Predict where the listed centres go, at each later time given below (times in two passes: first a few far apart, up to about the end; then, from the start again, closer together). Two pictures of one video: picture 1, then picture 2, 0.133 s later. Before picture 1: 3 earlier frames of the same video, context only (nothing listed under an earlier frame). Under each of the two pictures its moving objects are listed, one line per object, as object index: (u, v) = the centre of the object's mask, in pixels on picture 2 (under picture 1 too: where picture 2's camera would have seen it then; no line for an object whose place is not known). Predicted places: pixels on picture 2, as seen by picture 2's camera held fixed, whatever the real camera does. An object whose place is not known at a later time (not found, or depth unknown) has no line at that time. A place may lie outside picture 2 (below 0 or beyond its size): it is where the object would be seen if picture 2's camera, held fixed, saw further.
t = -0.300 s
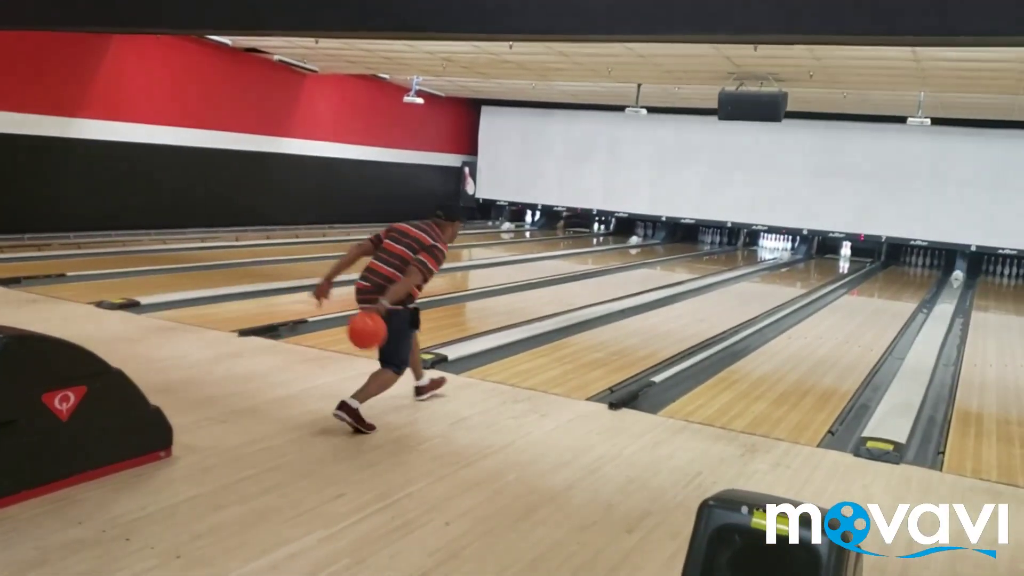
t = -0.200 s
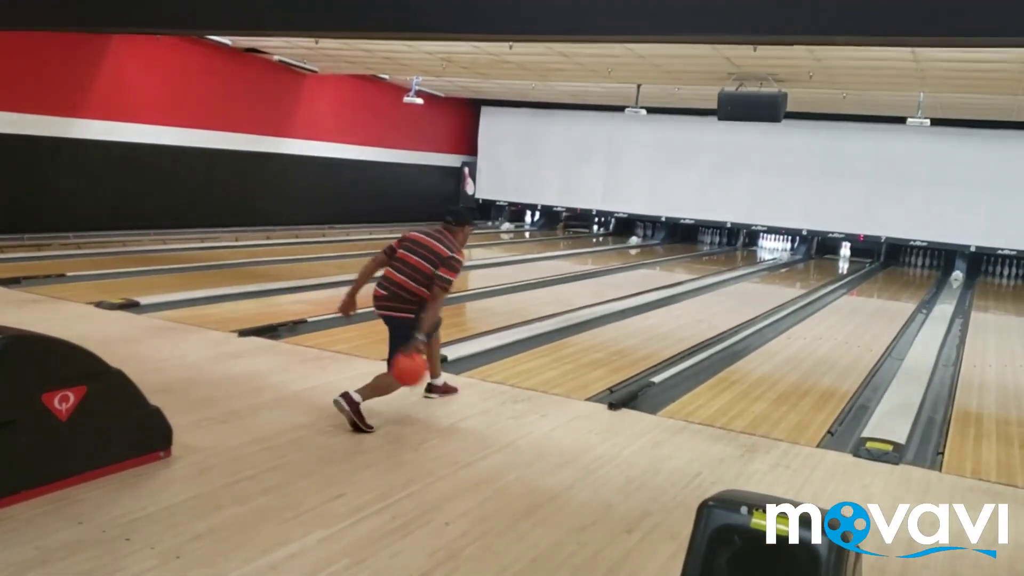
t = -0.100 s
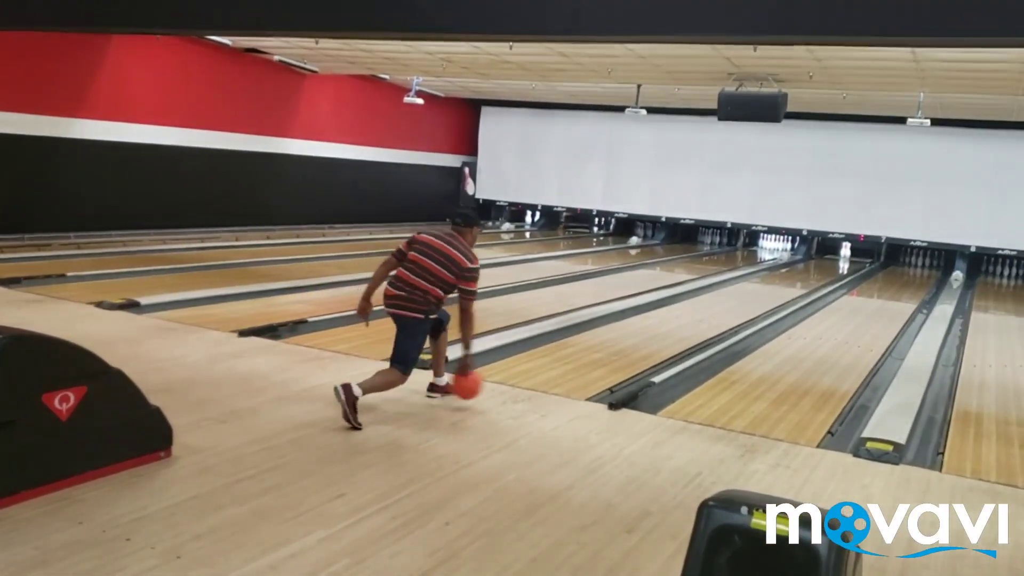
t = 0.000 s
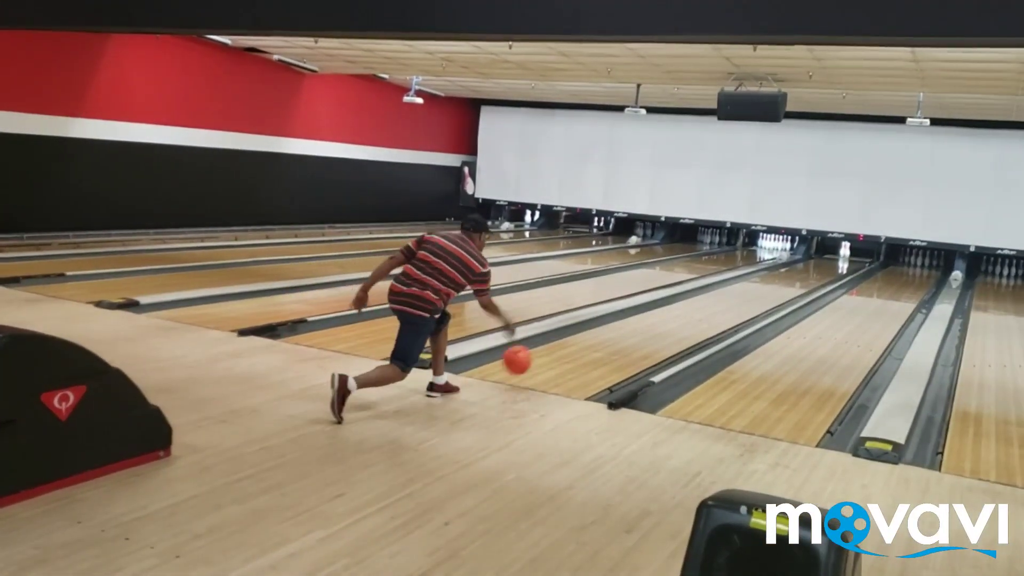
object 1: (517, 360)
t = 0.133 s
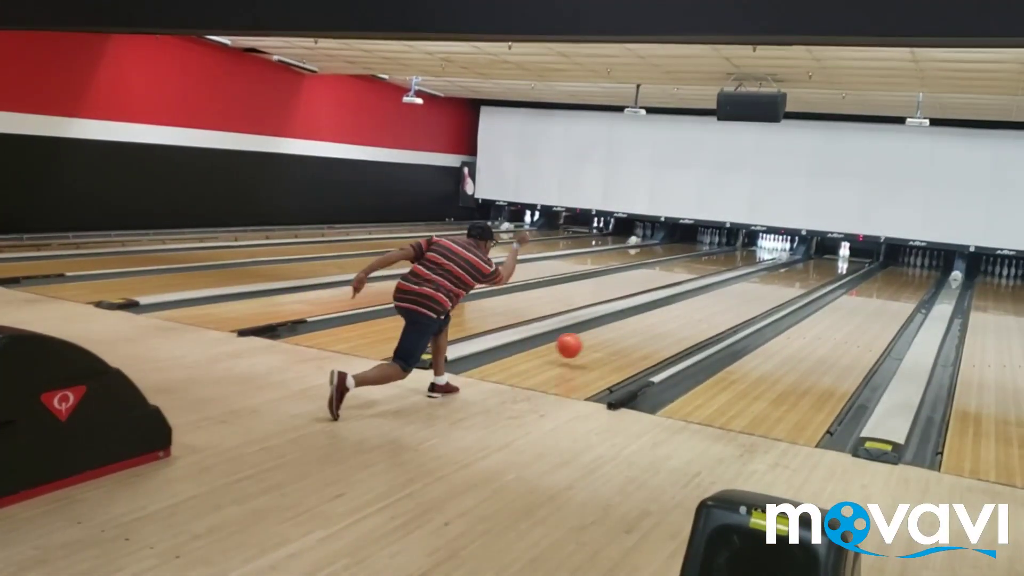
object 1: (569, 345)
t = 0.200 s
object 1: (591, 346)
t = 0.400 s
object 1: (644, 325)
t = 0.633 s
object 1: (691, 309)
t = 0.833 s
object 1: (722, 298)
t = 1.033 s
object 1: (747, 289)
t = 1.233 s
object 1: (767, 281)
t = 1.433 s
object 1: (784, 275)
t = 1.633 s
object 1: (798, 270)
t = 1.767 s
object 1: (806, 267)
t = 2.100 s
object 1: (824, 261)
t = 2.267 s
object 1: (831, 258)
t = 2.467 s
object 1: (838, 255)
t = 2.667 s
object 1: (836, 252)
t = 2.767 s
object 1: (833, 251)
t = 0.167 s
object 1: (580, 345)
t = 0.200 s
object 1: (591, 346)
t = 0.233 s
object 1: (601, 341)
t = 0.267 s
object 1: (610, 337)
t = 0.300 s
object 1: (619, 335)
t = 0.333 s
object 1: (628, 332)
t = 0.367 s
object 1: (636, 328)
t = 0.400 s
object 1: (644, 325)
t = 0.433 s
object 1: (652, 323)
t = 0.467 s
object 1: (659, 320)
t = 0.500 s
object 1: (666, 318)
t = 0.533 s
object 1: (673, 315)
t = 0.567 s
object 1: (679, 313)
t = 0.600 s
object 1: (686, 311)
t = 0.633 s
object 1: (691, 309)
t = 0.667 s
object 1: (697, 307)
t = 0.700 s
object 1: (702, 305)
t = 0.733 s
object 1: (707, 303)
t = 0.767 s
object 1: (713, 301)
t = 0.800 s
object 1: (718, 299)
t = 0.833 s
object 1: (722, 298)
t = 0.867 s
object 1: (727, 296)
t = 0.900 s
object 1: (731, 294)
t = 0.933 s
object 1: (735, 293)
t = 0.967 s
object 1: (739, 291)
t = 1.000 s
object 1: (743, 290)
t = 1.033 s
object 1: (747, 289)
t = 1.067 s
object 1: (751, 287)
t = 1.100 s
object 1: (754, 286)
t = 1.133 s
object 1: (757, 285)
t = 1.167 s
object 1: (761, 283)
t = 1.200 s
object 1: (764, 282)
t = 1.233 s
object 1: (767, 281)
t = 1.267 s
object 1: (770, 280)
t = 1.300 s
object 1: (773, 279)
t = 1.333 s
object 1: (776, 278)
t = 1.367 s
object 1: (779, 277)
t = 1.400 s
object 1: (781, 276)
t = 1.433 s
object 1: (784, 275)
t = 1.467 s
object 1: (786, 274)
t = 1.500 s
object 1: (789, 273)
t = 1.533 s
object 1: (791, 272)
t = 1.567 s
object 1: (794, 271)
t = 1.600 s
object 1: (796, 270)
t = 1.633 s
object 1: (798, 270)
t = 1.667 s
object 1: (800, 269)
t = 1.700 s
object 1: (802, 268)
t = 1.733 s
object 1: (804, 268)
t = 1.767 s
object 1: (806, 267)
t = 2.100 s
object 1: (824, 261)
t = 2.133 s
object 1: (825, 260)
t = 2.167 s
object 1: (827, 260)
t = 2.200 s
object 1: (828, 259)
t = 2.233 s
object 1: (829, 258)
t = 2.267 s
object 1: (831, 258)
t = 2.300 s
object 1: (832, 257)
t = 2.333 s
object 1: (833, 257)
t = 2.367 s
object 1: (834, 256)
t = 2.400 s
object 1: (836, 256)
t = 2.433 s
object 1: (836, 256)
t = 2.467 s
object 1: (838, 255)
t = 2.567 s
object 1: (839, 253)
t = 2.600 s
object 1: (838, 253)
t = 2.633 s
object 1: (837, 252)
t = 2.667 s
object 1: (836, 252)
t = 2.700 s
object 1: (835, 251)
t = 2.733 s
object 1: (834, 251)
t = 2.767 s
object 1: (833, 251)
